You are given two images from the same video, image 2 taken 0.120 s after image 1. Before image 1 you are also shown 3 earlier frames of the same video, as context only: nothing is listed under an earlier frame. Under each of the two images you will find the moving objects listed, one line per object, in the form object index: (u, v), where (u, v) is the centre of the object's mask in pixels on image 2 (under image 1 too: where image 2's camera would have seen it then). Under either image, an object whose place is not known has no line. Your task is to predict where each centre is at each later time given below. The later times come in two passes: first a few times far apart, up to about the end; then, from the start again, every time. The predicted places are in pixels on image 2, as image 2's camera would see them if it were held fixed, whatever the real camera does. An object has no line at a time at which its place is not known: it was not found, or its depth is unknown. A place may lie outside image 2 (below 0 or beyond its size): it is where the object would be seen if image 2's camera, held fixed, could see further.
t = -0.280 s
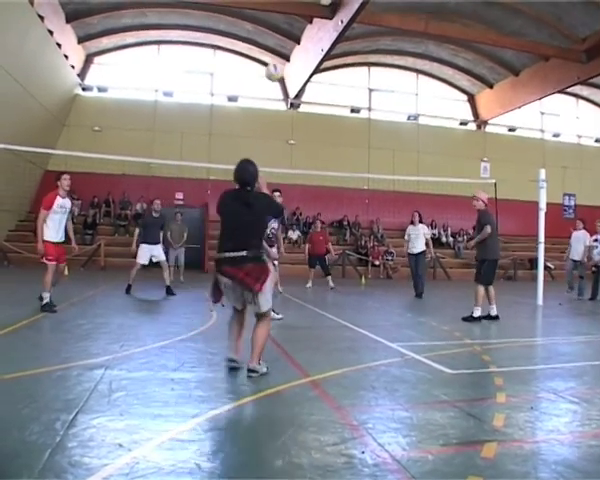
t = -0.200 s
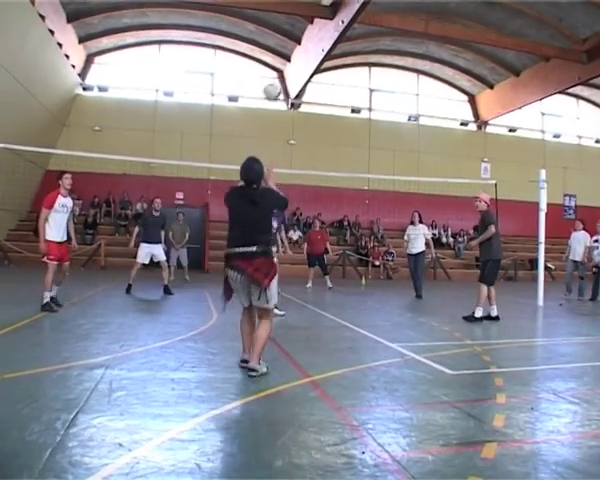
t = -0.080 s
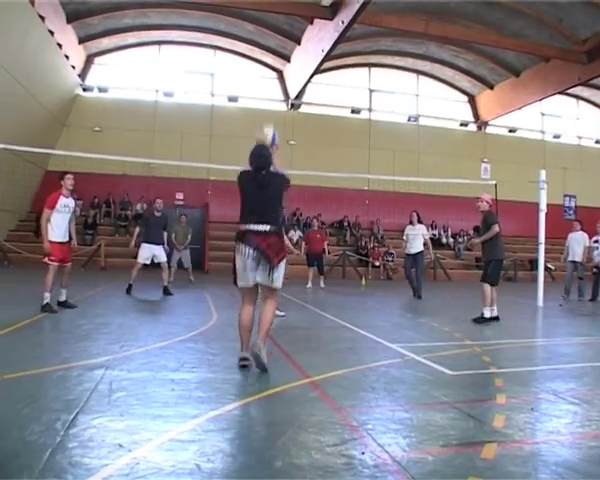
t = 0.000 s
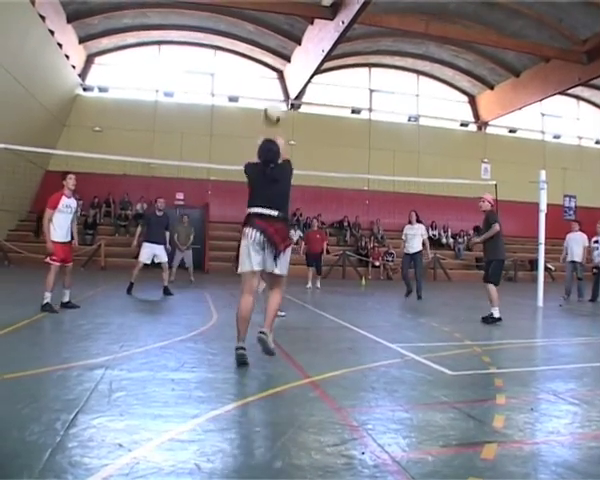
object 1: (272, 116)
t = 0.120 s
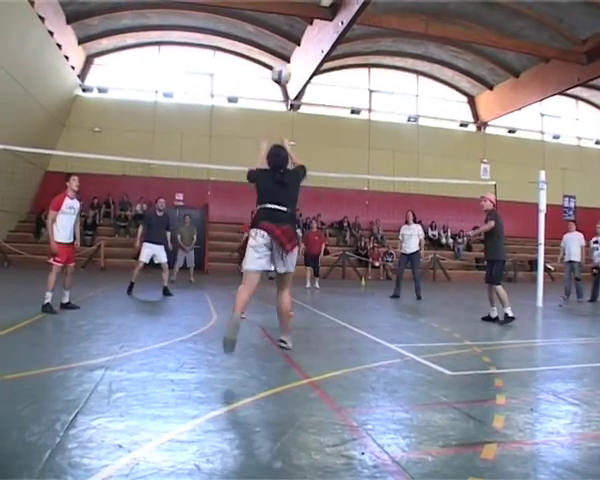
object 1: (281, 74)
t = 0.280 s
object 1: (288, 52)
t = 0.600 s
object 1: (300, 77)
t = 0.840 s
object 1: (303, 143)
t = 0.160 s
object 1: (282, 66)
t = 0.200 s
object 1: (285, 59)
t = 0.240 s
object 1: (286, 55)
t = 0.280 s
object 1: (288, 52)
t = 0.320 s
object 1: (290, 51)
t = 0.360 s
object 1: (291, 51)
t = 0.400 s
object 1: (293, 52)
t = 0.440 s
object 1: (294, 55)
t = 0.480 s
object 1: (296, 57)
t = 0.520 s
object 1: (297, 63)
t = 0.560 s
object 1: (298, 70)
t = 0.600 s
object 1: (300, 77)
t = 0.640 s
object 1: (300, 86)
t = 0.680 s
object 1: (301, 95)
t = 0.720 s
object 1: (300, 106)
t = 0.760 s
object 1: (302, 119)
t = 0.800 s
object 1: (303, 129)
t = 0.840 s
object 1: (303, 143)
